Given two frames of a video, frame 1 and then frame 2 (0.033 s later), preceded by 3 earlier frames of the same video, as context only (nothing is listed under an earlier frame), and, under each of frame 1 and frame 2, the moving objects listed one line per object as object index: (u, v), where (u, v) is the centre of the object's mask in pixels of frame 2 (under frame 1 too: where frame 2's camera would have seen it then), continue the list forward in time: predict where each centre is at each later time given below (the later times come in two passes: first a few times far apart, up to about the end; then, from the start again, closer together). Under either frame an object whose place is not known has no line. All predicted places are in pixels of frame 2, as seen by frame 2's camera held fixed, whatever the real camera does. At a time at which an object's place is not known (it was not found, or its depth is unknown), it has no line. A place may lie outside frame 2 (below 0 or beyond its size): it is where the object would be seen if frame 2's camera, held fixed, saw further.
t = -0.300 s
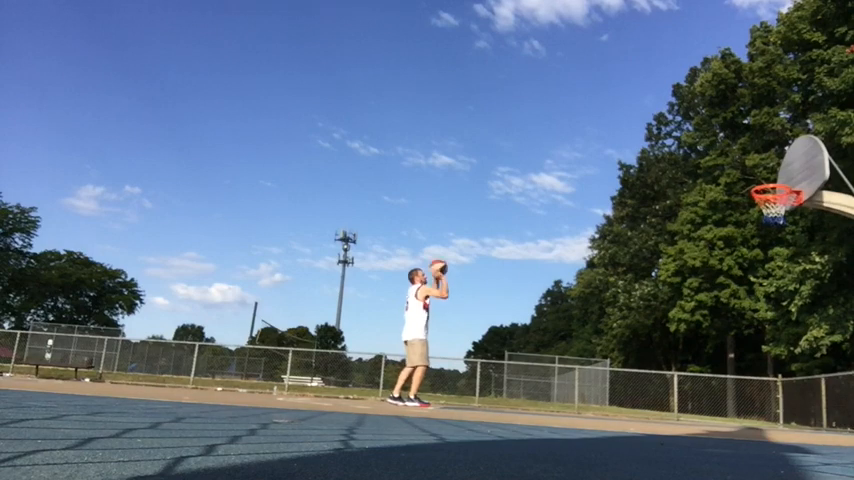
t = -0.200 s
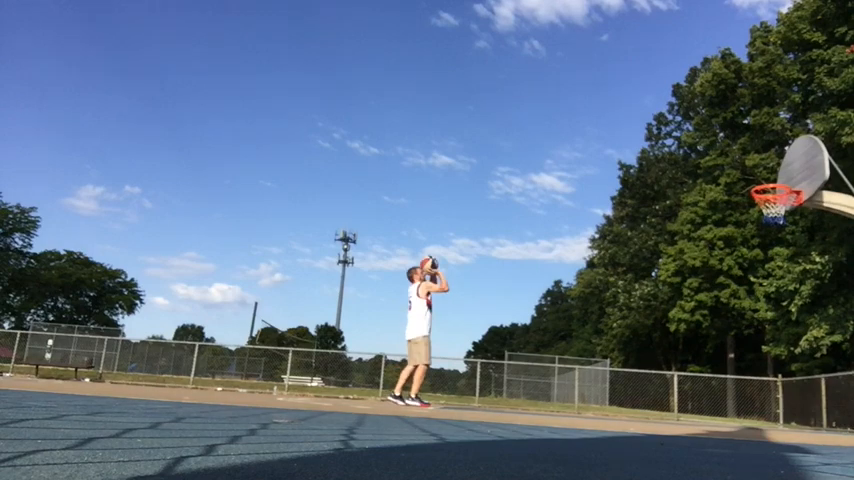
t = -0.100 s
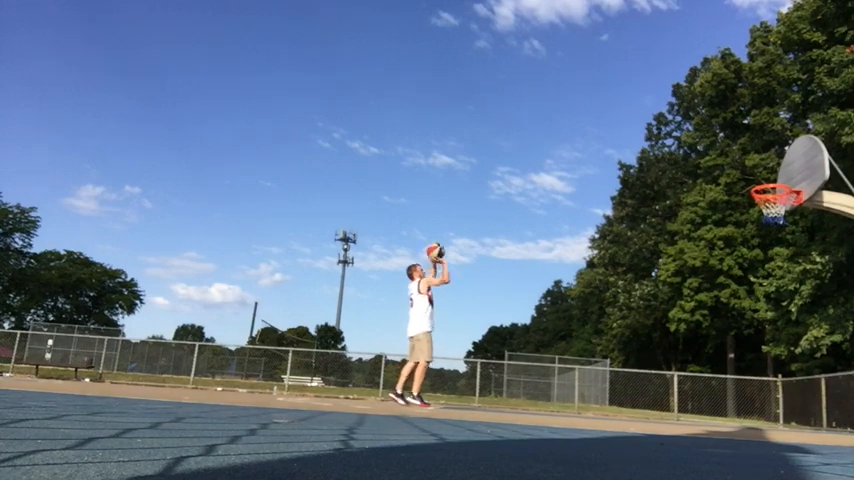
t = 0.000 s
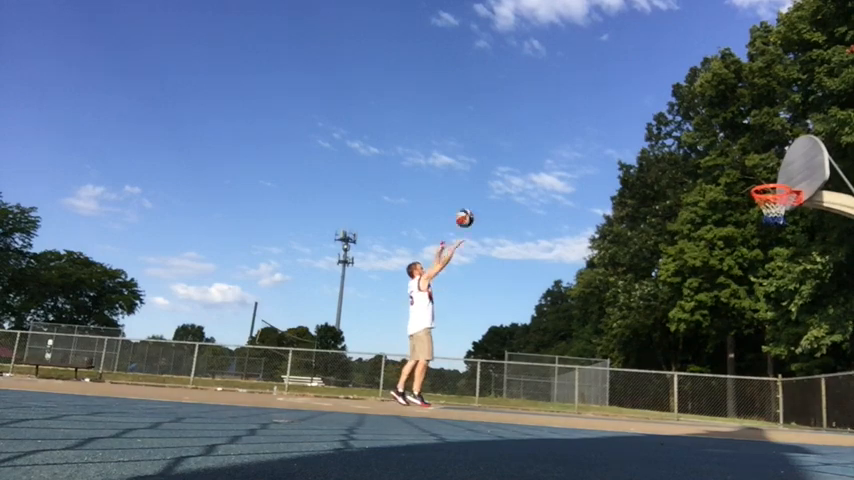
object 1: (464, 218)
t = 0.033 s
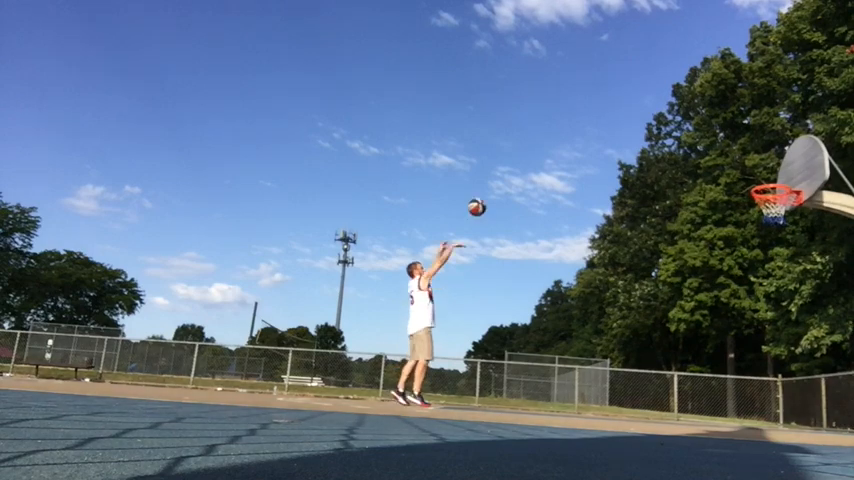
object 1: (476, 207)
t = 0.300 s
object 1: (571, 146)
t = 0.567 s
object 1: (661, 135)
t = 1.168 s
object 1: (793, 142)
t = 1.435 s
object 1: (798, 149)
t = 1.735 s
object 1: (785, 213)
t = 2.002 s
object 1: (776, 331)
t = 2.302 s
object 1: (765, 346)
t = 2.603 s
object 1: (756, 270)
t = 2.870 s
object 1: (751, 266)
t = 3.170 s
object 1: (747, 335)
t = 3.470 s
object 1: (741, 376)
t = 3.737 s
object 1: (734, 325)
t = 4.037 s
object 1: (727, 346)
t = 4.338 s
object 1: (719, 395)
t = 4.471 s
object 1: (716, 367)
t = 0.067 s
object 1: (488, 196)
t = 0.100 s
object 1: (500, 187)
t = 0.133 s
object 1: (512, 178)
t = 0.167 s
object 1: (524, 170)
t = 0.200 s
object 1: (536, 163)
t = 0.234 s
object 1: (548, 157)
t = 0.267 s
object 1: (559, 151)
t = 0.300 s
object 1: (571, 146)
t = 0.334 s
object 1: (582, 142)
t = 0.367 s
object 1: (593, 139)
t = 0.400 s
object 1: (605, 136)
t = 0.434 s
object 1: (616, 135)
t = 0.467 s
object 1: (628, 134)
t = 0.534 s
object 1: (649, 133)
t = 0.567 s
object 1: (661, 135)
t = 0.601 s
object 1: (672, 136)
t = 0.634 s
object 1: (683, 140)
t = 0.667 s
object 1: (696, 144)
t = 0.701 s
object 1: (707, 148)
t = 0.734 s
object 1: (719, 152)
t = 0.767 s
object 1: (730, 159)
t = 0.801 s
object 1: (741, 166)
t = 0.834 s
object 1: (752, 173)
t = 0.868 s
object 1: (760, 175)
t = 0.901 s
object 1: (764, 167)
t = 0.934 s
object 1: (769, 161)
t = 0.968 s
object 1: (774, 155)
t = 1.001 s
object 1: (776, 151)
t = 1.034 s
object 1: (779, 149)
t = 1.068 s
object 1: (782, 146)
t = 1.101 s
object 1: (786, 144)
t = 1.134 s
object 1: (790, 142)
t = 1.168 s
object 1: (793, 142)
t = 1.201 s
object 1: (797, 142)
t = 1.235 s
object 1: (800, 142)
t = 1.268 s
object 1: (804, 144)
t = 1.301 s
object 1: (804, 144)
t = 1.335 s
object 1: (803, 144)
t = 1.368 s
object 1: (801, 145)
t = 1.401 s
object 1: (800, 147)
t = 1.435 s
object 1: (798, 149)
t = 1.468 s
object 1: (797, 153)
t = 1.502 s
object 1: (795, 158)
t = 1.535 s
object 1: (794, 164)
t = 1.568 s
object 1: (792, 170)
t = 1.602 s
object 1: (791, 176)
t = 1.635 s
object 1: (790, 184)
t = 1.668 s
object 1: (789, 193)
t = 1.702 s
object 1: (788, 201)
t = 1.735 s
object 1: (785, 213)
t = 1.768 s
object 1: (784, 223)
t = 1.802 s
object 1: (783, 234)
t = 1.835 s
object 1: (781, 248)
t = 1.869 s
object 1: (780, 262)
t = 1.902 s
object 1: (780, 278)
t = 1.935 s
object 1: (779, 295)
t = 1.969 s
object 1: (778, 312)
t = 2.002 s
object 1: (776, 331)
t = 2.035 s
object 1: (775, 352)
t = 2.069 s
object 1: (774, 373)
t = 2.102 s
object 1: (772, 395)
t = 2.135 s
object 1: (771, 419)
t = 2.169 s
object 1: (771, 407)
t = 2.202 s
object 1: (769, 390)
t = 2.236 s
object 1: (768, 374)
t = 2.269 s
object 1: (766, 359)
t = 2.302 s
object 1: (765, 346)
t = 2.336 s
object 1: (764, 334)
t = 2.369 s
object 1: (763, 322)
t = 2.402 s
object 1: (762, 311)
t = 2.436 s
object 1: (761, 302)
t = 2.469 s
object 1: (760, 293)
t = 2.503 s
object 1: (759, 285)
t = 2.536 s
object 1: (758, 279)
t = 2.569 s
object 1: (757, 274)
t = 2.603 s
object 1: (756, 270)
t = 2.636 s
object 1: (755, 267)
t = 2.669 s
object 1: (755, 262)
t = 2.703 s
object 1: (754, 261)
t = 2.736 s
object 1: (754, 260)
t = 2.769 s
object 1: (753, 260)
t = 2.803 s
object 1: (752, 261)
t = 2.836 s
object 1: (751, 262)
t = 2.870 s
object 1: (751, 266)
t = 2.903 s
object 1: (751, 268)
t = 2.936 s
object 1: (750, 274)
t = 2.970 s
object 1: (749, 279)
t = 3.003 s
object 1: (748, 286)
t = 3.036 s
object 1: (748, 294)
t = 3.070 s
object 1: (748, 302)
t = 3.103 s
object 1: (747, 313)
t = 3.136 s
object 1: (747, 323)
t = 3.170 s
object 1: (747, 335)
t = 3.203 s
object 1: (746, 347)
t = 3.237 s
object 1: (746, 361)
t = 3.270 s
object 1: (745, 376)
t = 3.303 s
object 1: (745, 392)
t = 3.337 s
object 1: (745, 410)
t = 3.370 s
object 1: (745, 413)
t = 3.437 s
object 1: (742, 387)
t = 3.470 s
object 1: (741, 376)
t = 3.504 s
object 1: (740, 366)
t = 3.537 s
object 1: (739, 357)
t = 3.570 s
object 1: (738, 349)
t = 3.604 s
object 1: (737, 342)
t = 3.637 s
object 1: (736, 337)
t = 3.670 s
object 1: (735, 332)
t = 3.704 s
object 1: (734, 328)
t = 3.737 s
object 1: (734, 325)
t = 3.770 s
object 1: (733, 324)
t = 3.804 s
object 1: (732, 323)
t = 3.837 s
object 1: (731, 323)
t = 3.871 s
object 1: (731, 324)
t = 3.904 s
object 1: (730, 326)
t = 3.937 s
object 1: (729, 330)
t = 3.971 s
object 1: (728, 334)
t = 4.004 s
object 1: (727, 340)
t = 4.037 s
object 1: (727, 346)
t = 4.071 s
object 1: (726, 353)
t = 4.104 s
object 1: (725, 361)
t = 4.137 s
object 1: (725, 371)
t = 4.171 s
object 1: (724, 381)
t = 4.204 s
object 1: (723, 393)
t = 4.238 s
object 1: (723, 406)
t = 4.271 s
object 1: (722, 415)
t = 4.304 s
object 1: (721, 404)
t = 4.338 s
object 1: (719, 395)
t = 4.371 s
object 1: (719, 387)
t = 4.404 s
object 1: (718, 379)
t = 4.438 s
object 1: (717, 373)
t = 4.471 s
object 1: (716, 367)
